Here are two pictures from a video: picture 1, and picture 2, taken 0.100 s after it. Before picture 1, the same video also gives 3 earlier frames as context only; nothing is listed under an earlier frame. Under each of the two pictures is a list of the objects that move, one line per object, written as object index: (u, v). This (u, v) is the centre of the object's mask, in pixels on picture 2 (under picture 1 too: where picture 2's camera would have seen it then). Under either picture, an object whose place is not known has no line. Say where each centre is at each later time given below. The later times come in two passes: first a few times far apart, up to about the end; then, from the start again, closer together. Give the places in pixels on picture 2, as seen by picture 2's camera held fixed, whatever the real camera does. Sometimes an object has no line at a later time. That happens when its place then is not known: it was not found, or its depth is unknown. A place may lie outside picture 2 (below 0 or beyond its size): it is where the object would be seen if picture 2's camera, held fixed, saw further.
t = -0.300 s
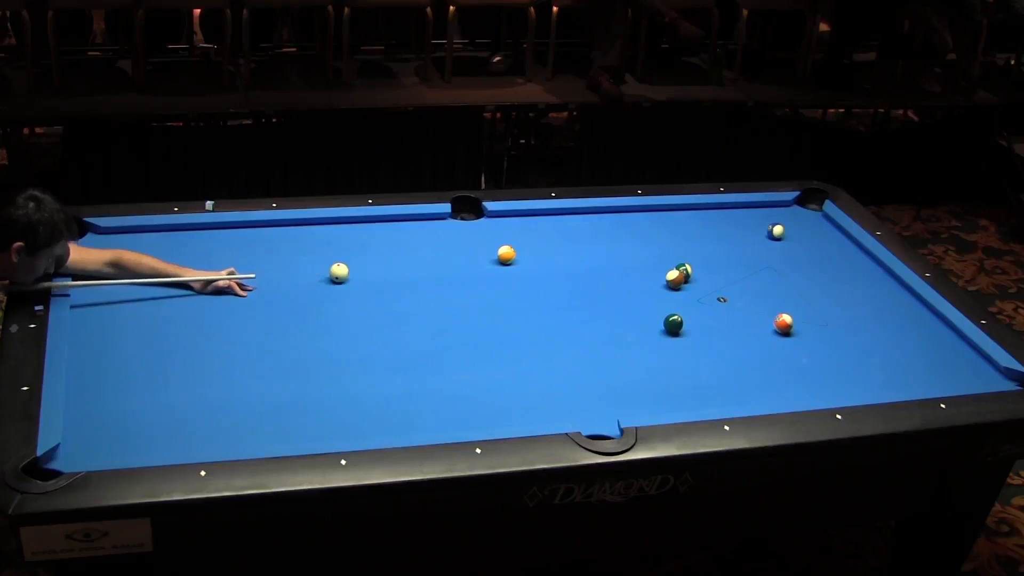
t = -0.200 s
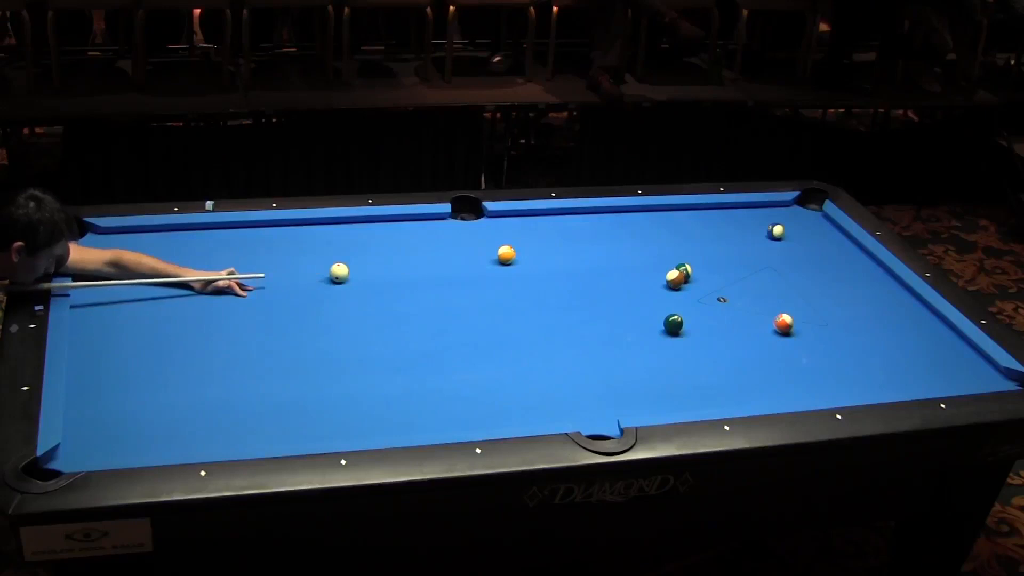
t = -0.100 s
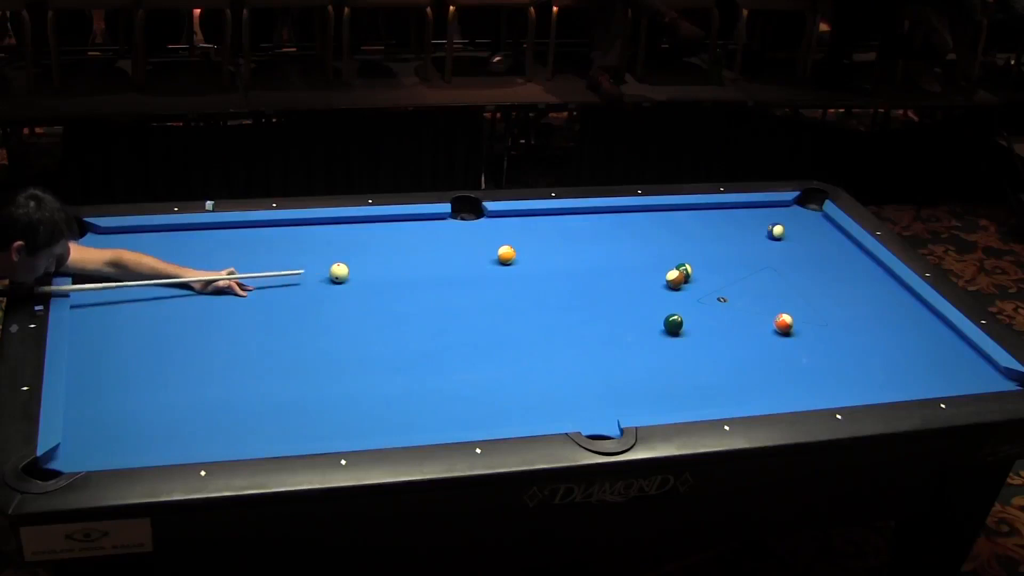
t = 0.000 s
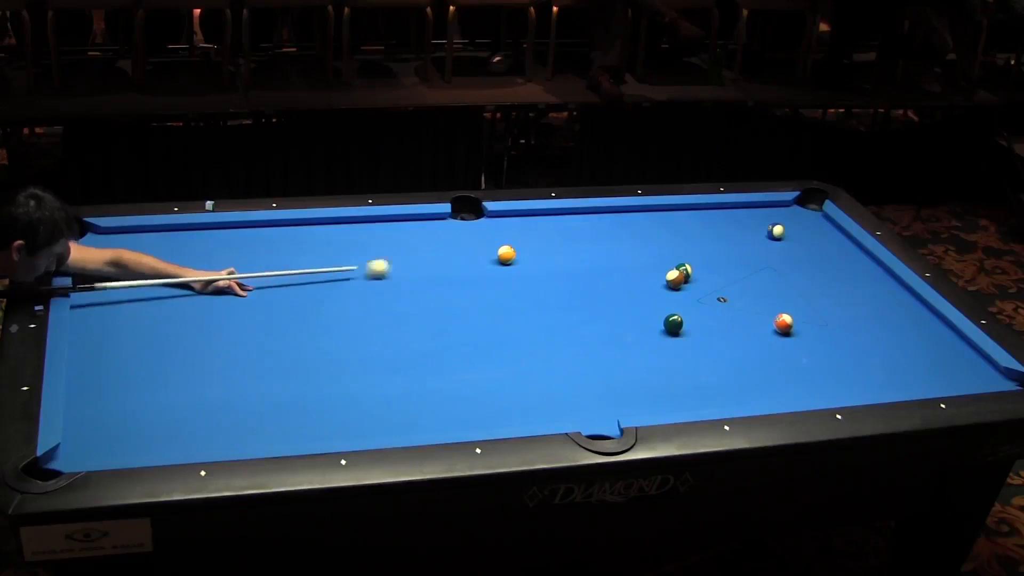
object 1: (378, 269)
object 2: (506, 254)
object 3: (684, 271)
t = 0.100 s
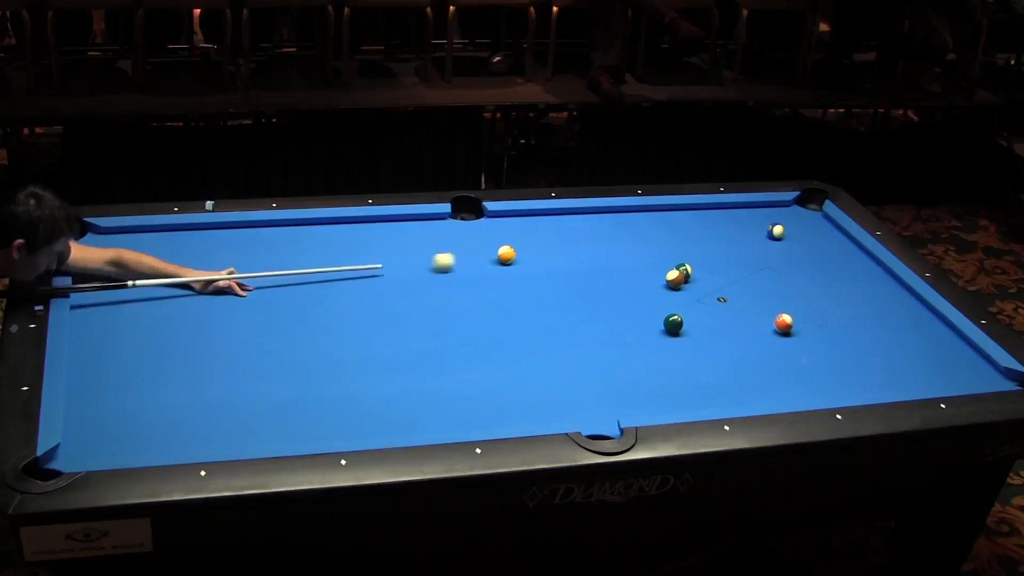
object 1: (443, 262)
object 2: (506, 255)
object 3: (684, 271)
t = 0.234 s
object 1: (495, 260)
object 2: (538, 250)
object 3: (684, 271)
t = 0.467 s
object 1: (531, 263)
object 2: (635, 234)
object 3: (684, 271)
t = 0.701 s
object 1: (573, 266)
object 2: (707, 222)
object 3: (684, 271)
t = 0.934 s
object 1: (613, 267)
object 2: (774, 211)
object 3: (684, 271)
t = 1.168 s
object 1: (650, 269)
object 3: (684, 271)
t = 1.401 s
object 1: (667, 268)
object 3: (697, 274)
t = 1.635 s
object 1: (674, 265)
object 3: (719, 277)
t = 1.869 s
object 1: (680, 266)
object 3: (738, 279)
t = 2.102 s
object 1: (684, 266)
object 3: (756, 281)
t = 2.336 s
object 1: (686, 266)
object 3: (773, 283)
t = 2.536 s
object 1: (688, 266)
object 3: (786, 285)
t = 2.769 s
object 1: (689, 266)
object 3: (801, 286)
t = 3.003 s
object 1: (689, 266)
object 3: (814, 288)
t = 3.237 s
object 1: (689, 266)
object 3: (826, 289)
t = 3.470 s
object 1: (689, 266)
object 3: (836, 290)
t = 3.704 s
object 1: (689, 266)
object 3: (845, 291)
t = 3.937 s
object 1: (689, 266)
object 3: (853, 292)
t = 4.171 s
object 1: (689, 266)
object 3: (860, 293)
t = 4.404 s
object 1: (689, 266)
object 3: (865, 293)
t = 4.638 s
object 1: (689, 266)
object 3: (869, 293)
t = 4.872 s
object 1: (689, 266)
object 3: (872, 294)
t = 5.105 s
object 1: (689, 266)
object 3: (874, 294)
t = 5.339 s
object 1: (689, 266)
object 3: (875, 294)
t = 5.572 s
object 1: (689, 266)
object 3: (875, 294)
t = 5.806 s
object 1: (689, 266)
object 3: (875, 294)
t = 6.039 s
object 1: (689, 266)
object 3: (875, 294)
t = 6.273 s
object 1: (689, 266)
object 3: (875, 294)
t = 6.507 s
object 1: (689, 266)
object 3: (875, 295)
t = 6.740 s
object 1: (689, 266)
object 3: (875, 295)
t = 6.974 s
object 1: (689, 266)
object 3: (875, 295)
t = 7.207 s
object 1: (689, 266)
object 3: (875, 295)
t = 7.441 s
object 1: (689, 266)
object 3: (875, 295)
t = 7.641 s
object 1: (689, 266)
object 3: (875, 295)
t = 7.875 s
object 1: (689, 266)
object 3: (875, 295)
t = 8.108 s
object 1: (689, 266)
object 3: (875, 295)
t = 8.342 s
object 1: (689, 266)
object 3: (875, 295)
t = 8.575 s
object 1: (689, 266)
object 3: (875, 295)
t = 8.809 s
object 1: (689, 266)
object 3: (875, 295)
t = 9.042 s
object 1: (689, 266)
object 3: (875, 295)
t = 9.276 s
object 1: (689, 266)
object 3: (875, 295)
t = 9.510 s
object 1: (689, 266)
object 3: (875, 295)
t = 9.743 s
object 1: (689, 266)
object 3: (875, 295)
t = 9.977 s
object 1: (689, 266)
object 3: (874, 295)
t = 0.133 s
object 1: (465, 260)
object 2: (506, 255)
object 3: (684, 271)
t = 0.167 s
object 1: (485, 258)
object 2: (506, 255)
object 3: (684, 271)
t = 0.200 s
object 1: (492, 259)
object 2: (520, 252)
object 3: (684, 271)
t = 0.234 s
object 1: (495, 260)
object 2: (538, 250)
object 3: (684, 271)
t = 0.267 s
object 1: (498, 261)
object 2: (554, 247)
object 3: (684, 271)
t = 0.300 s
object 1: (502, 261)
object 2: (569, 245)
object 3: (684, 271)
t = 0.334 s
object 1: (507, 262)
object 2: (584, 242)
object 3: (684, 271)
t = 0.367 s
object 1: (513, 262)
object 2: (599, 240)
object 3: (684, 271)
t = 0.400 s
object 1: (519, 262)
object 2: (611, 238)
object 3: (684, 271)
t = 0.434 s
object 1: (526, 263)
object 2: (623, 235)
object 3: (684, 271)
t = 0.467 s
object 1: (531, 263)
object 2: (635, 234)
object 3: (684, 271)
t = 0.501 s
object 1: (538, 263)
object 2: (644, 232)
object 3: (684, 271)
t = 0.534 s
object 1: (544, 264)
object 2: (656, 230)
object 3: (685, 271)
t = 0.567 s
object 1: (550, 264)
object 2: (666, 229)
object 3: (685, 271)
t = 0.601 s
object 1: (555, 264)
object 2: (677, 226)
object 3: (684, 271)
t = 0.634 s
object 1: (561, 265)
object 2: (687, 225)
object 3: (685, 271)
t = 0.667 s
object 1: (567, 265)
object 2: (697, 223)
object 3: (684, 271)
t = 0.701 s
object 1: (573, 266)
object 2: (707, 222)
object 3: (684, 271)
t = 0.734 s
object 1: (578, 266)
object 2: (717, 220)
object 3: (684, 271)
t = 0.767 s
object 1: (584, 266)
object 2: (726, 219)
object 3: (684, 271)
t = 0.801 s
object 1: (590, 266)
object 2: (736, 217)
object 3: (684, 271)
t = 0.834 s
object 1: (596, 266)
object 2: (746, 216)
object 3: (684, 271)
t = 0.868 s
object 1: (601, 267)
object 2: (755, 214)
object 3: (684, 271)
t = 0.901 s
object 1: (607, 267)
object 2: (765, 213)
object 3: (684, 271)
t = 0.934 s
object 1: (613, 267)
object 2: (774, 211)
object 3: (684, 271)
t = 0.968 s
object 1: (618, 268)
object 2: (783, 210)
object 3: (684, 271)
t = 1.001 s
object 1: (623, 268)
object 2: (792, 208)
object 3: (684, 271)
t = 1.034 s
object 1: (629, 268)
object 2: (801, 207)
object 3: (684, 271)
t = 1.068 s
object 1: (634, 269)
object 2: (809, 206)
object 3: (684, 271)
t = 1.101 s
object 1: (639, 269)
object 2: (816, 203)
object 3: (684, 271)
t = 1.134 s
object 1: (645, 269)
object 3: (685, 271)
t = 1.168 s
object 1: (650, 269)
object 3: (684, 271)
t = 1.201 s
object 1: (655, 270)
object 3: (684, 271)
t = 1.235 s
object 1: (660, 270)
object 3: (685, 271)
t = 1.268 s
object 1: (663, 269)
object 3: (686, 272)
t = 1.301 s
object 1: (664, 269)
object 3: (689, 273)
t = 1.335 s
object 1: (665, 268)
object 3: (692, 274)
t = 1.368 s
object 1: (666, 268)
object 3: (694, 274)
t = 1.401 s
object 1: (667, 268)
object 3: (697, 274)
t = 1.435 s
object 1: (667, 267)
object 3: (700, 275)
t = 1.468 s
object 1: (668, 267)
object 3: (704, 275)
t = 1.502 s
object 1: (670, 266)
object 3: (707, 276)
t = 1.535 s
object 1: (670, 266)
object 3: (710, 276)
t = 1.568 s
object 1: (671, 266)
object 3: (713, 276)
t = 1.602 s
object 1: (673, 265)
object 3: (716, 277)
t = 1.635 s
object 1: (674, 265)
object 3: (719, 277)
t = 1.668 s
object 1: (674, 265)
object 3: (721, 277)
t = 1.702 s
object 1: (675, 265)
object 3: (724, 278)
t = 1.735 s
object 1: (676, 265)
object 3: (727, 278)
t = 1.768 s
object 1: (677, 265)
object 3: (730, 278)
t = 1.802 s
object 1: (678, 265)
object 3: (733, 279)
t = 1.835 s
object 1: (679, 265)
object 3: (736, 279)
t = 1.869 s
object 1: (680, 266)
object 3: (738, 279)
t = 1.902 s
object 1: (681, 266)
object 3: (741, 280)
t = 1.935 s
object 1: (681, 266)
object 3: (744, 280)
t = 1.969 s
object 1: (682, 265)
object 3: (746, 281)
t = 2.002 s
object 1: (682, 266)
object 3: (748, 281)
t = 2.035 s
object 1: (683, 266)
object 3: (751, 281)
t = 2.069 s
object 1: (683, 266)
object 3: (753, 281)
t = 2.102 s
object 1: (684, 266)
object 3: (756, 281)
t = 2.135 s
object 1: (684, 266)
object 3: (758, 282)
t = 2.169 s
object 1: (684, 266)
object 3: (761, 282)
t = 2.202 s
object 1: (685, 266)
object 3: (764, 282)
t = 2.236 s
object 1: (685, 266)
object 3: (766, 283)
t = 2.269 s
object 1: (686, 266)
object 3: (768, 283)
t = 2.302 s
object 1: (686, 266)
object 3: (771, 283)
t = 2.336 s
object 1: (686, 266)
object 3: (773, 283)
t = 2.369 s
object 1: (686, 266)
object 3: (775, 284)
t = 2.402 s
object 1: (687, 266)
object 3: (777, 284)
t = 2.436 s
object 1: (687, 266)
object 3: (779, 285)
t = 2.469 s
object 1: (687, 266)
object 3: (782, 284)
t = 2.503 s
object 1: (687, 266)
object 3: (784, 284)
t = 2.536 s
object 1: (688, 266)
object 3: (786, 285)
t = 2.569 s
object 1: (688, 266)
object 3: (789, 285)
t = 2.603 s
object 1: (688, 266)
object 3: (790, 286)
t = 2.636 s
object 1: (688, 266)
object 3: (793, 285)
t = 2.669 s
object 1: (689, 266)
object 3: (795, 286)
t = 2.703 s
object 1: (689, 266)
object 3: (797, 286)
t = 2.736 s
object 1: (689, 266)
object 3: (799, 286)
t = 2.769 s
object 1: (689, 266)
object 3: (801, 286)
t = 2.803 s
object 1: (689, 266)
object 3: (803, 287)
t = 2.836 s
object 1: (689, 266)
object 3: (805, 287)
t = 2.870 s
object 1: (689, 266)
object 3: (807, 287)
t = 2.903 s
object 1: (689, 266)
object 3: (808, 287)
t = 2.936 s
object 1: (689, 266)
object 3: (810, 287)
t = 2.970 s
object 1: (689, 266)
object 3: (812, 287)
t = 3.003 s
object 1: (689, 266)
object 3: (814, 288)
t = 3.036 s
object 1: (689, 266)
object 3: (816, 288)
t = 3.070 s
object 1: (689, 266)
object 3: (817, 288)
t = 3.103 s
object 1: (689, 266)
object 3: (819, 288)
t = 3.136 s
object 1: (689, 266)
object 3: (821, 289)
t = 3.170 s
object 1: (689, 266)
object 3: (823, 289)
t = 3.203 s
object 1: (689, 266)
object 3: (824, 289)
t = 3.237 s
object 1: (689, 266)
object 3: (826, 289)
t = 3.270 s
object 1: (689, 266)
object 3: (828, 290)
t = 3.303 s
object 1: (689, 266)
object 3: (829, 290)
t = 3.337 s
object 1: (689, 266)
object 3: (830, 290)
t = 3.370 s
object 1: (689, 266)
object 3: (832, 291)
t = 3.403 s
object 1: (689, 266)
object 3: (833, 290)
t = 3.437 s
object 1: (689, 266)
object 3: (834, 290)
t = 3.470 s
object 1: (689, 266)
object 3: (836, 290)
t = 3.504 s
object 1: (689, 266)
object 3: (837, 291)
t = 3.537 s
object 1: (689, 266)
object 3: (838, 291)
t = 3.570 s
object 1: (689, 266)
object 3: (840, 291)
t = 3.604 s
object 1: (689, 266)
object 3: (841, 291)
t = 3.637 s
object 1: (689, 266)
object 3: (842, 291)
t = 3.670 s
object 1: (689, 266)
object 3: (844, 291)
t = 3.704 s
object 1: (689, 266)
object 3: (845, 291)
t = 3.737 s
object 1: (689, 266)
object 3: (846, 291)
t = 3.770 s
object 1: (689, 266)
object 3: (847, 291)
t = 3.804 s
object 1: (689, 266)
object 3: (848, 291)
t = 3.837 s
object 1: (689, 266)
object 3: (850, 292)
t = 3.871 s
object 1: (689, 266)
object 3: (851, 292)
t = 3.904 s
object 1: (689, 266)
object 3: (852, 292)
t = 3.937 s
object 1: (689, 266)
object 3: (853, 292)
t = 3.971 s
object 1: (689, 266)
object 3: (854, 292)
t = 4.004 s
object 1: (689, 266)
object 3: (855, 292)
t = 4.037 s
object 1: (689, 266)
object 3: (857, 292)
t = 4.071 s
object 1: (689, 266)
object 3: (858, 292)
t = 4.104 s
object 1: (689, 266)
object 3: (858, 293)
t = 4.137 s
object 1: (689, 266)
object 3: (858, 293)
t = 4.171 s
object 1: (689, 266)
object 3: (860, 293)
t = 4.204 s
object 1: (689, 266)
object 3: (860, 293)
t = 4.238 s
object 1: (689, 266)
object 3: (861, 293)
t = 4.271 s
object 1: (689, 266)
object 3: (862, 293)
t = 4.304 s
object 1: (689, 266)
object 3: (863, 293)
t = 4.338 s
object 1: (689, 266)
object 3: (863, 293)
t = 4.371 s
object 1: (689, 266)
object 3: (864, 293)
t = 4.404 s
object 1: (689, 266)
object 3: (865, 293)
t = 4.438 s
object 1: (689, 266)
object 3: (865, 293)
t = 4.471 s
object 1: (689, 266)
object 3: (866, 293)
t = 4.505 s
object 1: (689, 266)
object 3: (867, 293)
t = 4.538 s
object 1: (689, 266)
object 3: (867, 293)
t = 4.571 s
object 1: (689, 266)
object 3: (868, 293)
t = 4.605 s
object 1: (689, 266)
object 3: (869, 293)
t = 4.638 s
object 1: (689, 266)
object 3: (869, 293)
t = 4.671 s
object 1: (689, 266)
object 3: (869, 293)
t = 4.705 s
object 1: (689, 266)
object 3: (870, 294)
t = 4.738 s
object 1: (689, 266)
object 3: (870, 294)
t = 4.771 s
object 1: (689, 266)
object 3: (871, 294)
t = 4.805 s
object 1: (689, 266)
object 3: (871, 294)
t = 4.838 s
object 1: (689, 266)
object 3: (871, 294)
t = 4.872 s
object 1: (689, 266)
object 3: (872, 294)
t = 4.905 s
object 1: (689, 266)
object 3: (872, 294)
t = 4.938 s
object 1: (689, 266)
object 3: (872, 294)
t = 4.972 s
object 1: (689, 266)
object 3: (873, 294)
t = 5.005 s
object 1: (689, 266)
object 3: (873, 294)
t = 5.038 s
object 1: (689, 266)
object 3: (873, 294)
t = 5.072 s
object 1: (689, 266)
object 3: (874, 294)
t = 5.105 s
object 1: (689, 266)
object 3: (874, 294)
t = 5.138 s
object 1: (689, 266)
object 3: (874, 294)
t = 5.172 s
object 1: (689, 266)
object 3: (874, 294)
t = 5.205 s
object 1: (689, 266)
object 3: (875, 294)
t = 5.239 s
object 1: (689, 266)
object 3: (875, 294)
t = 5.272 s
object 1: (689, 266)
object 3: (875, 294)
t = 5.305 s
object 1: (689, 266)
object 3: (875, 294)
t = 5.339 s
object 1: (689, 266)
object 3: (875, 294)
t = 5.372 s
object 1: (689, 266)
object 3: (875, 294)
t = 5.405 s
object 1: (689, 266)
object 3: (875, 294)
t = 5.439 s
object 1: (689, 266)
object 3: (875, 294)
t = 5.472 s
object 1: (689, 266)
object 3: (875, 294)
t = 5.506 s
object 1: (689, 266)
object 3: (875, 294)
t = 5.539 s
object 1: (689, 266)
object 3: (875, 294)
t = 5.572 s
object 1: (689, 266)
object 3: (875, 294)
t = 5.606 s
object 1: (689, 266)
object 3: (875, 294)
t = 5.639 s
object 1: (689, 266)
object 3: (875, 294)
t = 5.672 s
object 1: (689, 266)
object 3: (875, 294)
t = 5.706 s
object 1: (689, 266)
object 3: (875, 294)
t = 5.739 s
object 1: (689, 266)
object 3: (875, 294)
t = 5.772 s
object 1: (689, 266)
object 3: (875, 294)
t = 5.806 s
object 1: (689, 266)
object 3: (875, 294)
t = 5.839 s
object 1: (689, 266)
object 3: (875, 294)
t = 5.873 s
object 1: (689, 266)
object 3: (875, 294)
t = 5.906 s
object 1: (689, 266)
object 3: (875, 294)
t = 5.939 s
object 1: (689, 266)
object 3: (875, 295)
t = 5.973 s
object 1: (689, 266)
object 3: (875, 294)
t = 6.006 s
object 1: (689, 266)
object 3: (875, 294)
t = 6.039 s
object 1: (689, 266)
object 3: (875, 294)
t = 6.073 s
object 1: (689, 266)
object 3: (875, 294)
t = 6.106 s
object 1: (689, 266)
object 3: (875, 294)
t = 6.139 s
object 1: (689, 266)
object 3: (875, 294)
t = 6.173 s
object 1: (689, 266)
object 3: (875, 294)
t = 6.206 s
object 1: (689, 266)
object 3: (875, 294)
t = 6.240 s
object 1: (689, 266)
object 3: (875, 294)
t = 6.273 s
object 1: (689, 266)
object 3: (875, 294)
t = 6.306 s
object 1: (689, 266)
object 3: (875, 294)
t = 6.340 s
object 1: (689, 266)
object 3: (875, 294)
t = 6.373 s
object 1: (689, 266)
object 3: (875, 294)
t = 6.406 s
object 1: (689, 266)
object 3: (875, 294)
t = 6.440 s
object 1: (689, 266)
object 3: (875, 295)
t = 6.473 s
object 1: (689, 266)
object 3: (875, 295)
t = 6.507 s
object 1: (689, 266)
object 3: (875, 295)
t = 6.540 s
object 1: (689, 266)
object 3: (875, 295)
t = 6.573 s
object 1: (689, 266)
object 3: (875, 295)
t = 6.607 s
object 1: (689, 266)
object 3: (875, 295)
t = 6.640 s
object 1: (689, 266)
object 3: (875, 295)
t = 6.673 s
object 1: (689, 266)
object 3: (875, 295)
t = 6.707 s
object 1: (689, 266)
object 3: (875, 295)
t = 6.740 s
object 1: (689, 266)
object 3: (875, 295)
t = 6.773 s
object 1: (689, 266)
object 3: (875, 295)
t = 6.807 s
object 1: (689, 266)
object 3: (875, 295)
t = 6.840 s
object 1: (689, 266)
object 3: (875, 295)
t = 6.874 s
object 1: (689, 266)
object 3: (875, 295)
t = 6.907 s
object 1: (689, 266)
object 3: (875, 295)
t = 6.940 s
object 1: (689, 266)
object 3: (875, 295)
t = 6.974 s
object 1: (689, 266)
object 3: (875, 295)
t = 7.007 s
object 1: (689, 266)
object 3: (875, 295)
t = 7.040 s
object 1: (689, 266)
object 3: (875, 295)
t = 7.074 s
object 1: (689, 266)
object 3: (875, 295)
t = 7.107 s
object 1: (689, 266)
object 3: (875, 295)
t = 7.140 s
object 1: (689, 266)
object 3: (875, 295)
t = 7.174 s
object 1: (689, 266)
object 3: (875, 295)
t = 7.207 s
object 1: (689, 266)
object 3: (875, 295)
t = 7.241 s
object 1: (689, 266)
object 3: (875, 295)
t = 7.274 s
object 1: (689, 266)
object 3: (875, 295)
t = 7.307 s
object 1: (689, 266)
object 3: (875, 295)
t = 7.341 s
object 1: (689, 266)
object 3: (875, 295)
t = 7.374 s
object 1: (689, 266)
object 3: (875, 295)
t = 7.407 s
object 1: (689, 266)
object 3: (875, 295)
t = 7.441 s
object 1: (689, 266)
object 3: (875, 295)
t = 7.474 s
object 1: (689, 266)
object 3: (875, 295)
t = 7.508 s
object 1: (689, 266)
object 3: (875, 295)
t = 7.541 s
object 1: (689, 266)
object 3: (875, 295)
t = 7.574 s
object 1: (689, 266)
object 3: (875, 295)
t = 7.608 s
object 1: (689, 266)
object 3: (875, 295)
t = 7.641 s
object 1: (689, 266)
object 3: (875, 295)
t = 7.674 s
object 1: (689, 266)
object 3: (875, 295)
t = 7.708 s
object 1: (689, 266)
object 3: (875, 295)
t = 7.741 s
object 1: (689, 266)
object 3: (875, 295)
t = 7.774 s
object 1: (689, 266)
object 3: (875, 295)
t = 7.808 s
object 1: (689, 266)
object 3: (875, 295)
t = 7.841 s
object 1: (689, 266)
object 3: (875, 295)
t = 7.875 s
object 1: (689, 266)
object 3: (875, 295)
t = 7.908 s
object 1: (689, 266)
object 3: (875, 295)
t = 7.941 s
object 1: (689, 266)
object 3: (875, 295)
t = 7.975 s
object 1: (689, 266)
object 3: (875, 295)
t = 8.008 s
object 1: (689, 266)
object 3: (875, 295)
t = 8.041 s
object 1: (689, 266)
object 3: (875, 295)
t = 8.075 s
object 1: (689, 266)
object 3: (875, 295)
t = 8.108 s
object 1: (689, 266)
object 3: (875, 295)
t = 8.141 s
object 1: (689, 266)
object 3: (875, 295)
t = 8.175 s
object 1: (689, 266)
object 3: (875, 295)
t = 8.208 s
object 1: (689, 266)
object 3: (875, 295)
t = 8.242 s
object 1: (689, 266)
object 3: (875, 295)
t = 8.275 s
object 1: (689, 266)
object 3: (875, 295)
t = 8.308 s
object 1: (689, 266)
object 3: (875, 295)
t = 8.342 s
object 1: (689, 266)
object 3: (875, 295)
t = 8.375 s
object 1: (689, 266)
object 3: (875, 295)
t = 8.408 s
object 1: (689, 266)
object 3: (875, 295)
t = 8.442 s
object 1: (689, 266)
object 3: (875, 295)
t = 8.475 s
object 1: (689, 266)
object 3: (875, 295)
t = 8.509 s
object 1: (689, 266)
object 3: (875, 295)
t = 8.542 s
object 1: (689, 266)
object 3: (875, 295)
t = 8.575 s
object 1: (689, 266)
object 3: (875, 295)
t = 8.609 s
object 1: (689, 266)
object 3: (875, 295)
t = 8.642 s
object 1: (689, 266)
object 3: (875, 295)
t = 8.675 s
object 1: (689, 266)
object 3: (875, 295)
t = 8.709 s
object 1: (689, 266)
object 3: (875, 295)
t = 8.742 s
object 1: (689, 266)
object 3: (875, 295)
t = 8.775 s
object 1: (689, 266)
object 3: (875, 295)
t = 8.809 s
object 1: (689, 266)
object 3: (875, 295)
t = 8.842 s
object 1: (689, 266)
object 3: (875, 295)
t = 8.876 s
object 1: (689, 266)
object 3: (875, 295)
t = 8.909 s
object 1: (689, 266)
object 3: (875, 295)
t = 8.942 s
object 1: (689, 266)
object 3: (875, 295)
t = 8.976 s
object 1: (689, 266)
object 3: (875, 295)
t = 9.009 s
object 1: (689, 266)
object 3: (875, 295)
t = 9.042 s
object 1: (689, 266)
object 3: (875, 295)
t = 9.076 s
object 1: (689, 266)
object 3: (875, 295)
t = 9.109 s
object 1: (689, 266)
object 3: (875, 295)
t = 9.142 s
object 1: (689, 266)
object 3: (875, 295)
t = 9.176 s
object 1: (689, 266)
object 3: (875, 295)
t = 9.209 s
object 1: (689, 266)
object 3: (875, 295)
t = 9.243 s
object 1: (689, 266)
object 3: (875, 295)
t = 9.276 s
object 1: (689, 266)
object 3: (875, 295)
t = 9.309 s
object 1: (689, 266)
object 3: (875, 295)
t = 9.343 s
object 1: (689, 266)
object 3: (875, 295)
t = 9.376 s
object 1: (689, 266)
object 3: (875, 295)
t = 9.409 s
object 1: (689, 266)
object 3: (875, 295)
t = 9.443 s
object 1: (689, 266)
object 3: (875, 295)
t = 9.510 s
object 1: (689, 266)
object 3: (875, 295)
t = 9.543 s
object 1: (689, 266)
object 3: (875, 295)
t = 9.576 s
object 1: (689, 266)
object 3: (875, 295)
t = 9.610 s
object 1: (689, 266)
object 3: (875, 295)
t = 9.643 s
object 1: (689, 266)
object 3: (875, 295)
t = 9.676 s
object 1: (689, 266)
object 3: (875, 295)
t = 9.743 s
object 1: (689, 266)
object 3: (875, 295)
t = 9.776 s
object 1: (689, 266)
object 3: (875, 295)
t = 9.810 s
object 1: (689, 266)
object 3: (875, 295)
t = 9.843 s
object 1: (689, 266)
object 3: (875, 295)
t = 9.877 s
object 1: (689, 266)
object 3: (875, 295)
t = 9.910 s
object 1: (689, 266)
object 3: (875, 295)
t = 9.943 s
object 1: (689, 266)
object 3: (875, 295)
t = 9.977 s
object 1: (689, 266)
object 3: (874, 295)
